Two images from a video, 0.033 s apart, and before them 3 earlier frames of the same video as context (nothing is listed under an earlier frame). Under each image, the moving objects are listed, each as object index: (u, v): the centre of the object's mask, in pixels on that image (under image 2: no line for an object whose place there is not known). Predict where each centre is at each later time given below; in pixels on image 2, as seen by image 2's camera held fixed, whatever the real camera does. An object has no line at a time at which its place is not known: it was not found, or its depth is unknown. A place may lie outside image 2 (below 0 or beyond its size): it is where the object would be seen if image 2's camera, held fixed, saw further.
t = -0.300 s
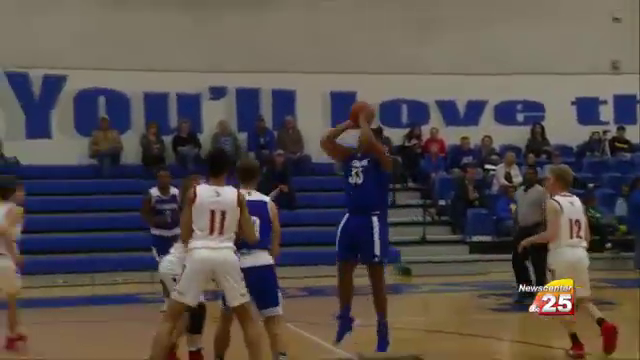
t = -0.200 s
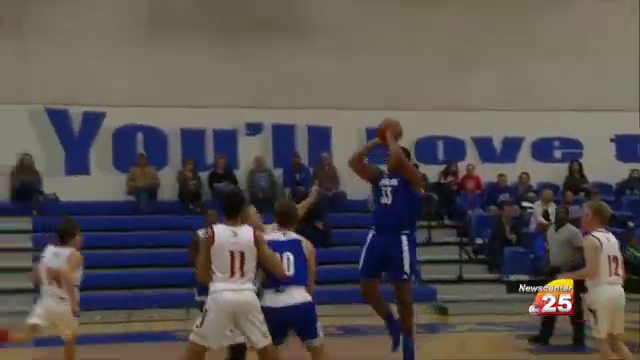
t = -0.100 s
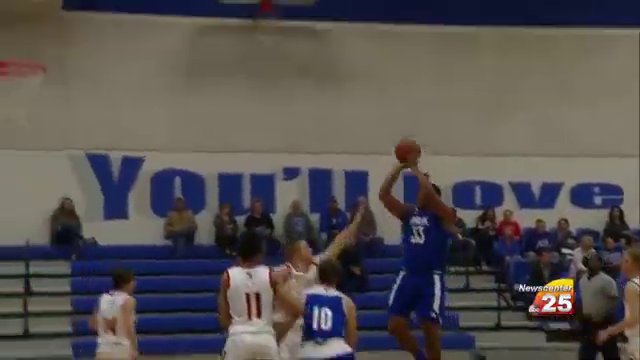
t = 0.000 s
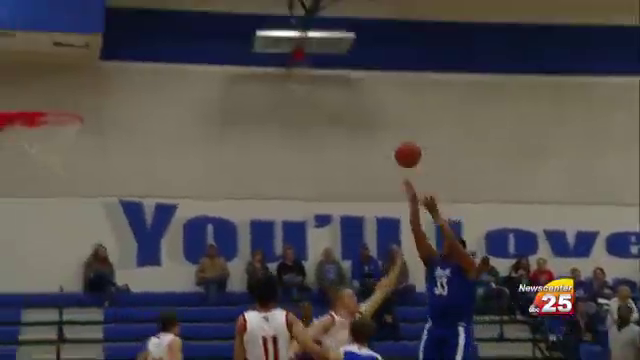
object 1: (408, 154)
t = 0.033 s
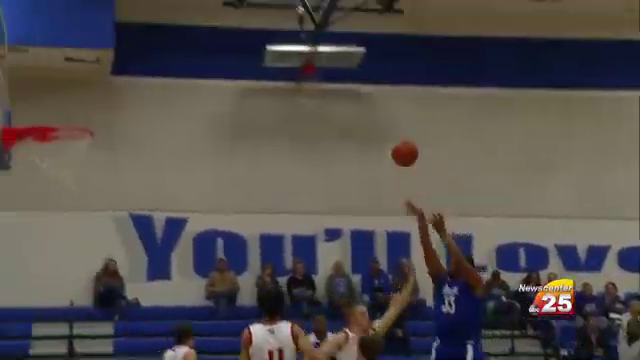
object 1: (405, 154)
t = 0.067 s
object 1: (392, 140)
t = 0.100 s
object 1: (378, 126)
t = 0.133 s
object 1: (366, 114)
